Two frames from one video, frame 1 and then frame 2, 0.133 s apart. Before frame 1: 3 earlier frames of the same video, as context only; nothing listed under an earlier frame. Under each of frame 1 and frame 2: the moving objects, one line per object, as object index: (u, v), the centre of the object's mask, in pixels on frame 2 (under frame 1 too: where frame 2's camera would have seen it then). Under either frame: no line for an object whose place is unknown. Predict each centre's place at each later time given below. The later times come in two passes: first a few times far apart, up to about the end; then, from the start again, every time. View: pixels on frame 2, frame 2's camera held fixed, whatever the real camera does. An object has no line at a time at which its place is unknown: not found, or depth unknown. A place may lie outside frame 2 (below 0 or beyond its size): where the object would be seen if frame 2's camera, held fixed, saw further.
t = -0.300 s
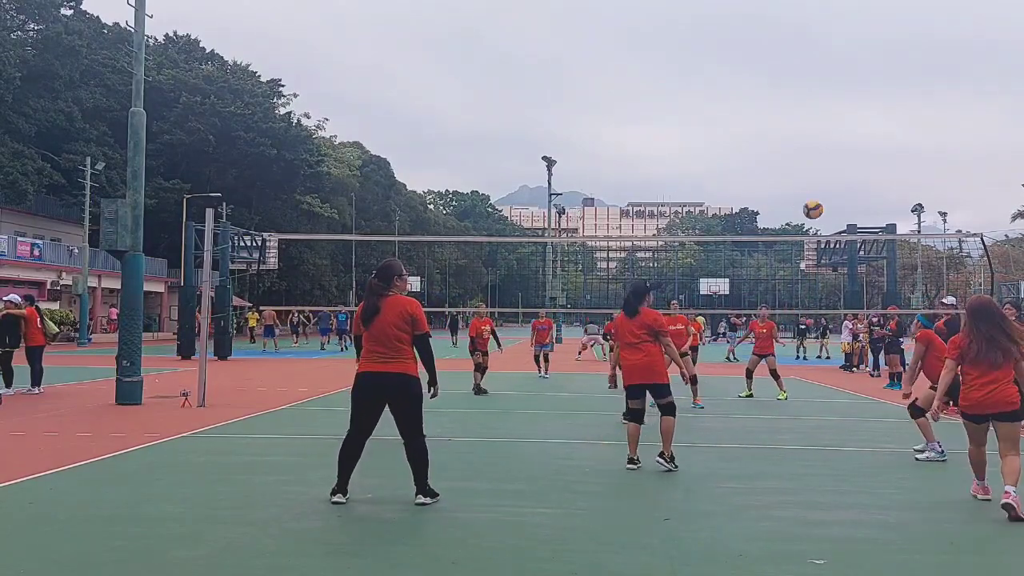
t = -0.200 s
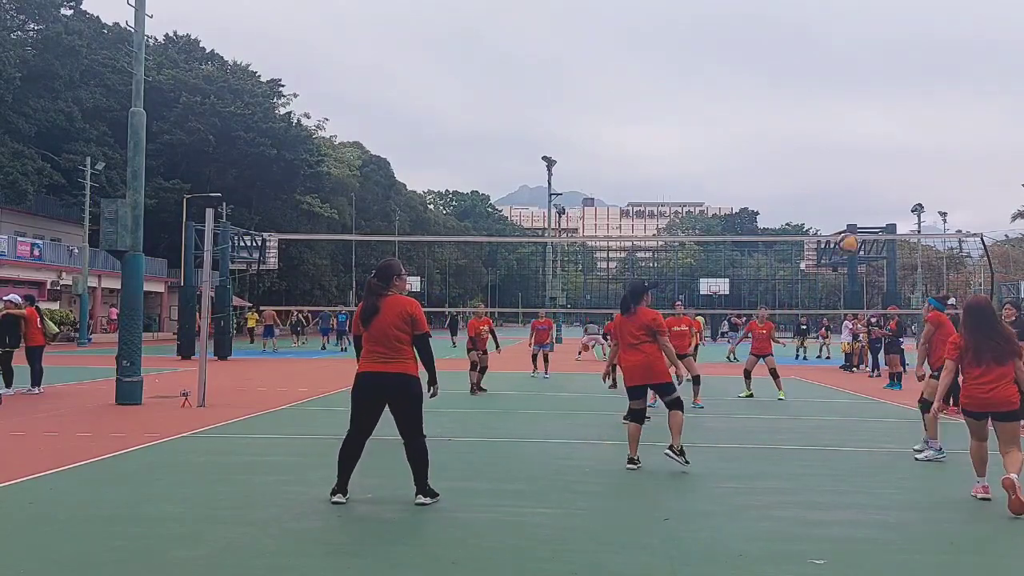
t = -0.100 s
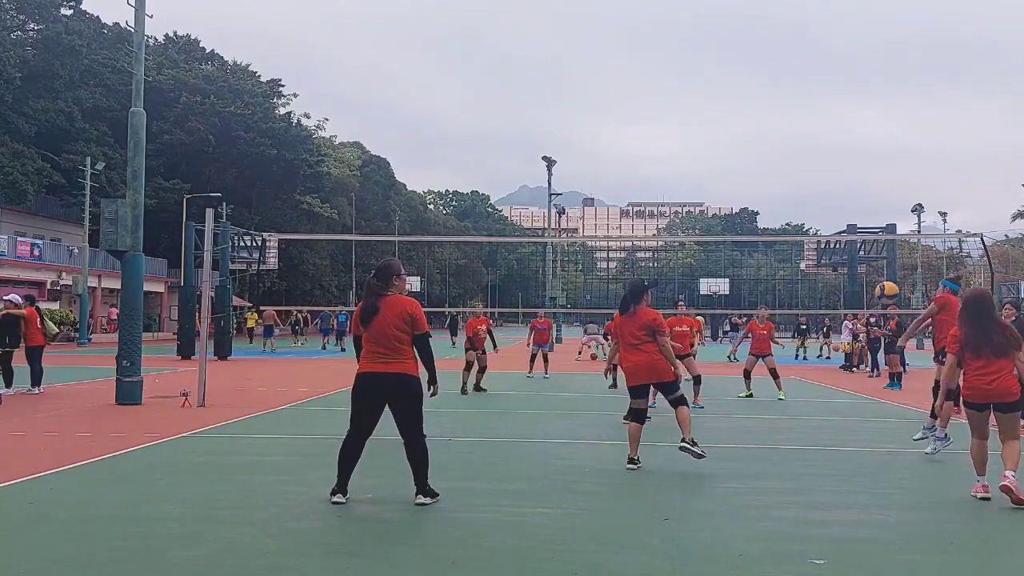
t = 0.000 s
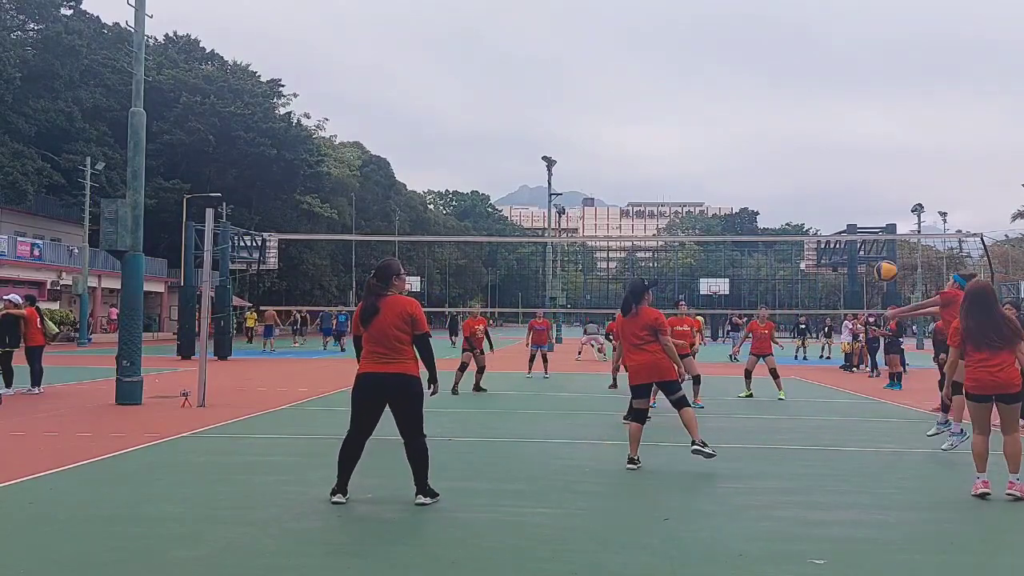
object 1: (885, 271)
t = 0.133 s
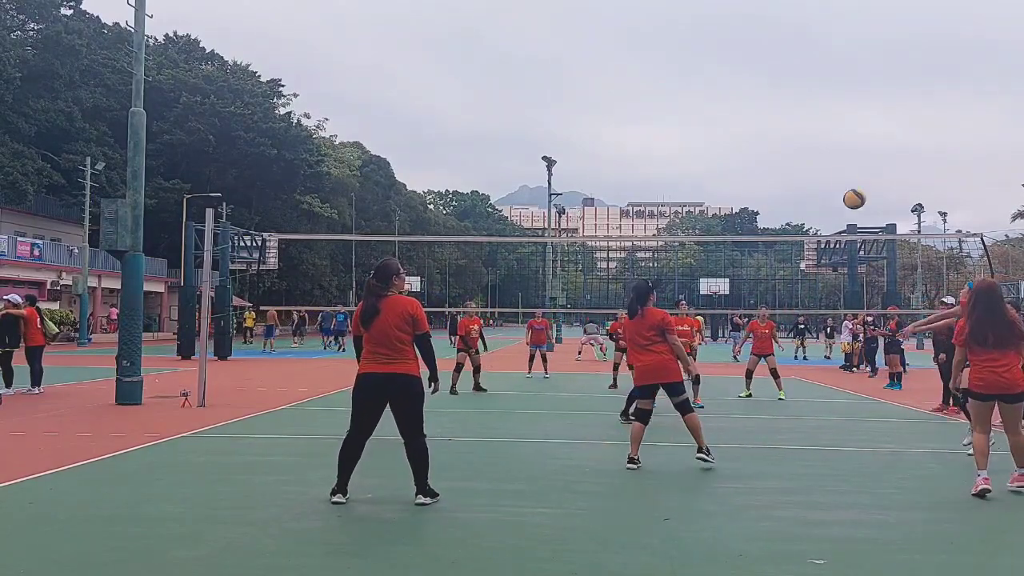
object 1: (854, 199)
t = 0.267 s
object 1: (826, 147)
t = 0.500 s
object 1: (781, 102)
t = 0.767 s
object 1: (737, 110)
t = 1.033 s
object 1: (698, 173)
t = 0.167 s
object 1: (847, 184)
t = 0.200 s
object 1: (840, 170)
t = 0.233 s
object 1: (832, 158)
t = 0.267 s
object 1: (826, 147)
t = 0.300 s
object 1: (819, 138)
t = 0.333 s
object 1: (812, 129)
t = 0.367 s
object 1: (806, 121)
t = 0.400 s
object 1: (799, 115)
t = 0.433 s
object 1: (793, 110)
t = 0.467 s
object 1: (787, 105)
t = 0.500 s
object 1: (781, 102)
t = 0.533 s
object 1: (775, 100)
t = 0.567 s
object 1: (769, 99)
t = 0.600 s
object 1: (764, 98)
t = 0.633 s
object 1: (758, 99)
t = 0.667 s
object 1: (753, 101)
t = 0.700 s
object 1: (747, 103)
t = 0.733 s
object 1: (742, 106)
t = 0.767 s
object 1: (737, 110)
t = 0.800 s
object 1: (732, 116)
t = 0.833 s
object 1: (726, 122)
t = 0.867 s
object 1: (722, 128)
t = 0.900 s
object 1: (717, 136)
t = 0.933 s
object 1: (712, 144)
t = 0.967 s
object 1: (707, 153)
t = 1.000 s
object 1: (703, 163)
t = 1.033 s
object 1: (698, 173)
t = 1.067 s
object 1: (694, 184)
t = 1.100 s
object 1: (690, 196)
